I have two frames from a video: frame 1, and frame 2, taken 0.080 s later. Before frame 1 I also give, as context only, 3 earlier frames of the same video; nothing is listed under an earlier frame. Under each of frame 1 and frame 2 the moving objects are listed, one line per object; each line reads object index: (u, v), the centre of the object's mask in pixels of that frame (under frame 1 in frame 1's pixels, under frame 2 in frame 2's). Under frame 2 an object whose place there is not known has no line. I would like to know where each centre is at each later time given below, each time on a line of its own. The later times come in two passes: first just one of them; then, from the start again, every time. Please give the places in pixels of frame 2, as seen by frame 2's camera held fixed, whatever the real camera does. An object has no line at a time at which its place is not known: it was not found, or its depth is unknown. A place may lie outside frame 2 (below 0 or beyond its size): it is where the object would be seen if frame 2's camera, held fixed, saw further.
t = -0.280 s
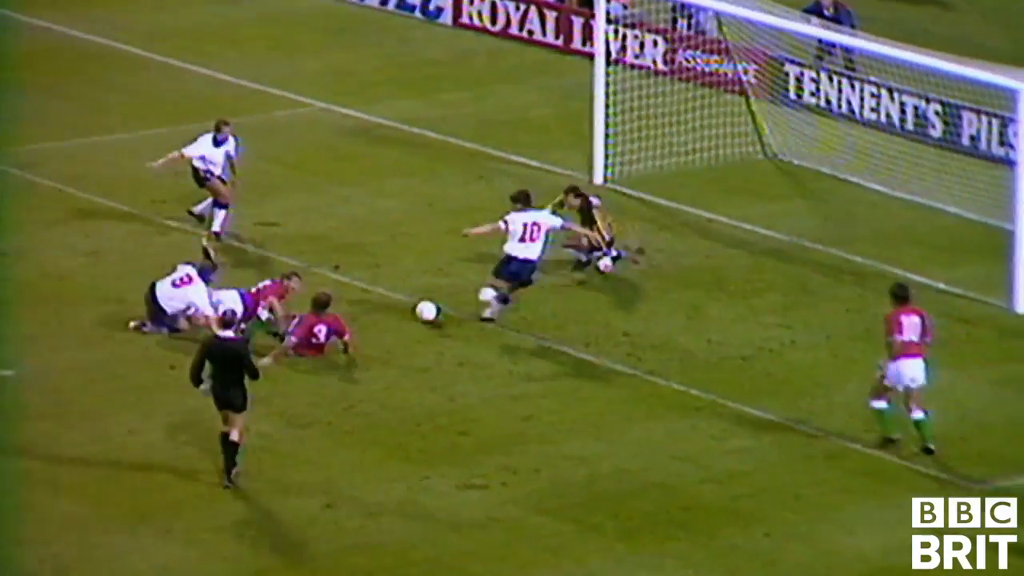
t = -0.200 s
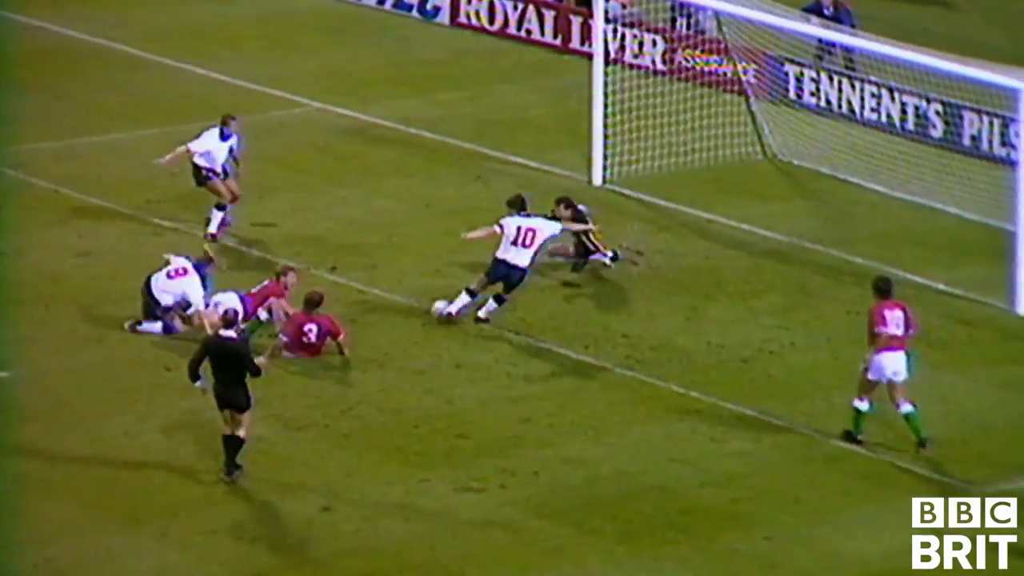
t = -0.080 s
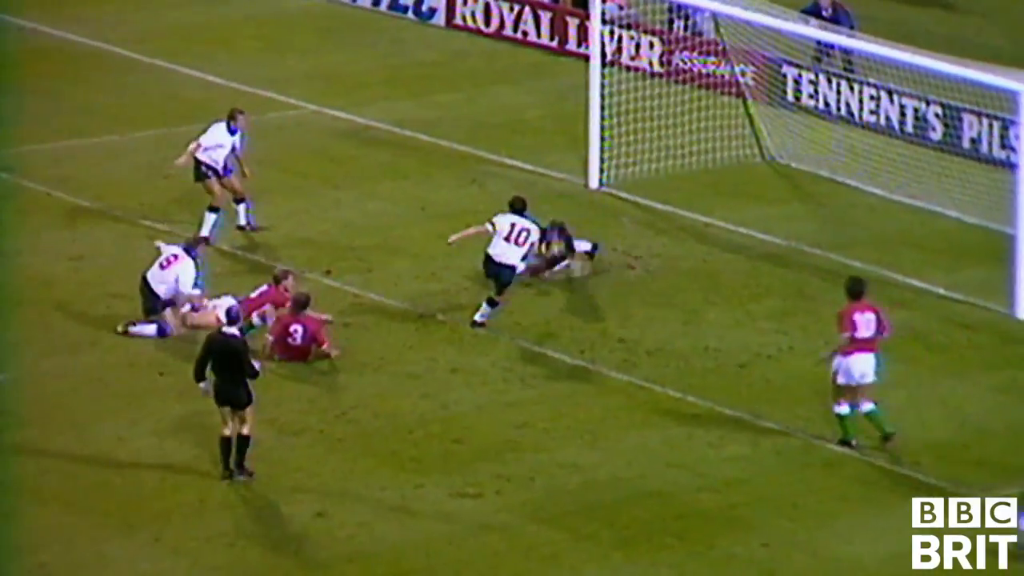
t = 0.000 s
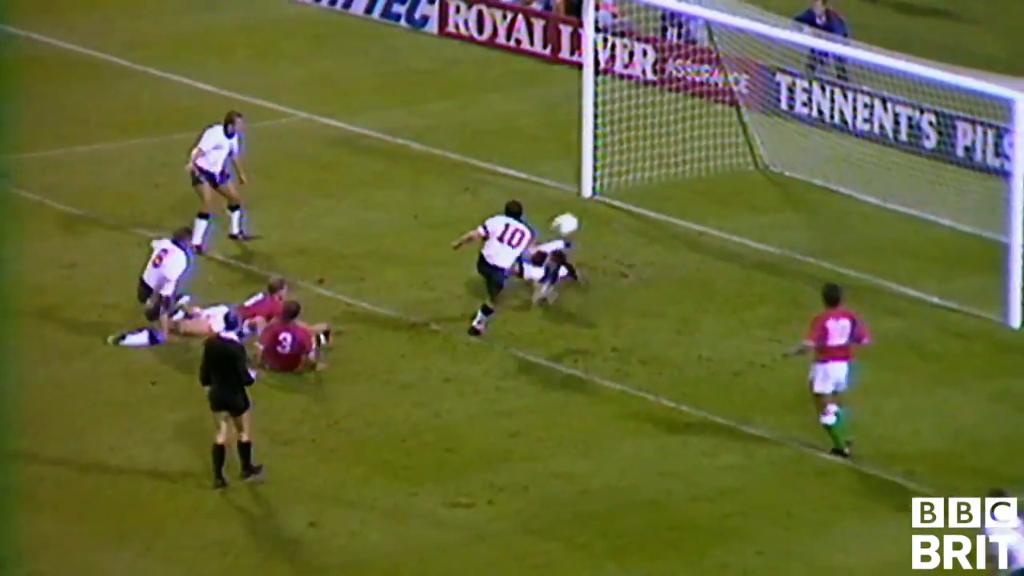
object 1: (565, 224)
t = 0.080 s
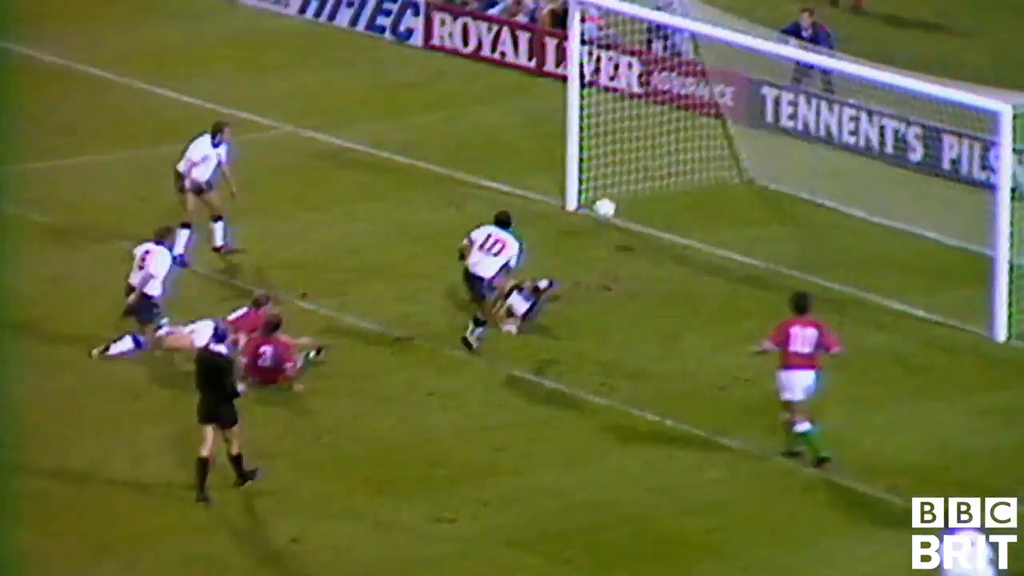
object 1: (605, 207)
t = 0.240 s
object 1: (713, 170)
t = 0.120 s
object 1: (632, 196)
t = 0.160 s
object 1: (659, 186)
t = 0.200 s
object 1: (687, 177)
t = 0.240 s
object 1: (713, 170)
